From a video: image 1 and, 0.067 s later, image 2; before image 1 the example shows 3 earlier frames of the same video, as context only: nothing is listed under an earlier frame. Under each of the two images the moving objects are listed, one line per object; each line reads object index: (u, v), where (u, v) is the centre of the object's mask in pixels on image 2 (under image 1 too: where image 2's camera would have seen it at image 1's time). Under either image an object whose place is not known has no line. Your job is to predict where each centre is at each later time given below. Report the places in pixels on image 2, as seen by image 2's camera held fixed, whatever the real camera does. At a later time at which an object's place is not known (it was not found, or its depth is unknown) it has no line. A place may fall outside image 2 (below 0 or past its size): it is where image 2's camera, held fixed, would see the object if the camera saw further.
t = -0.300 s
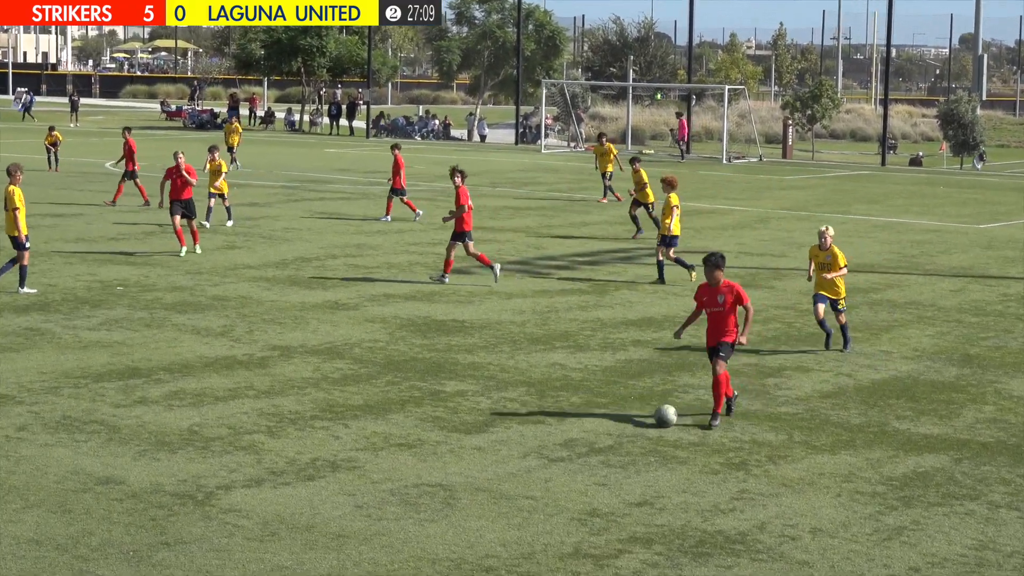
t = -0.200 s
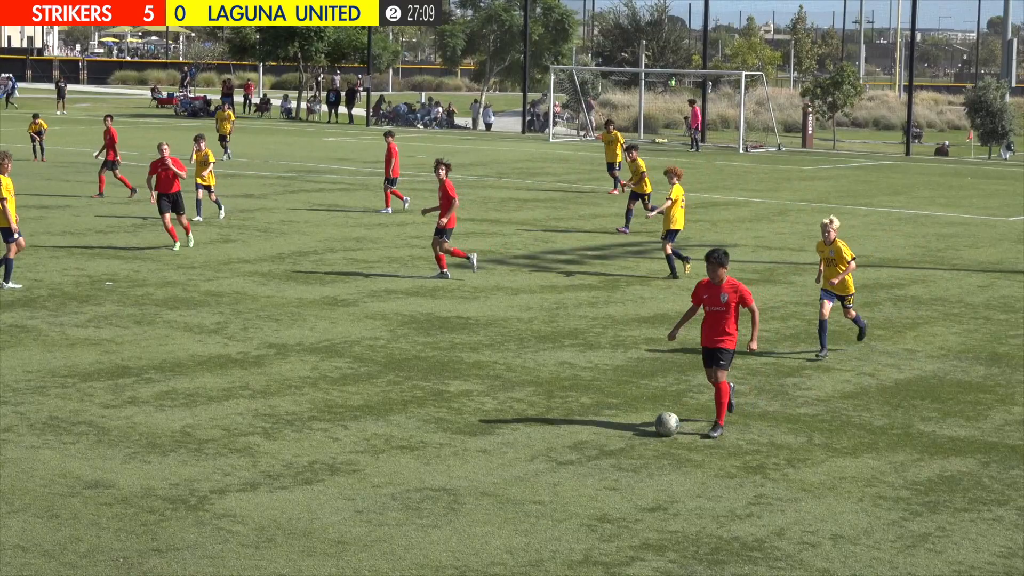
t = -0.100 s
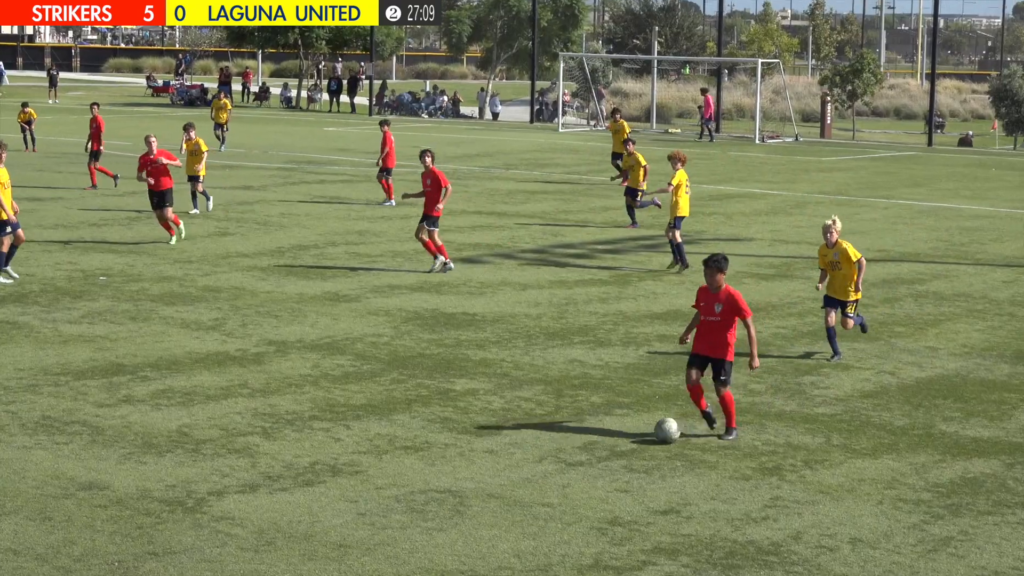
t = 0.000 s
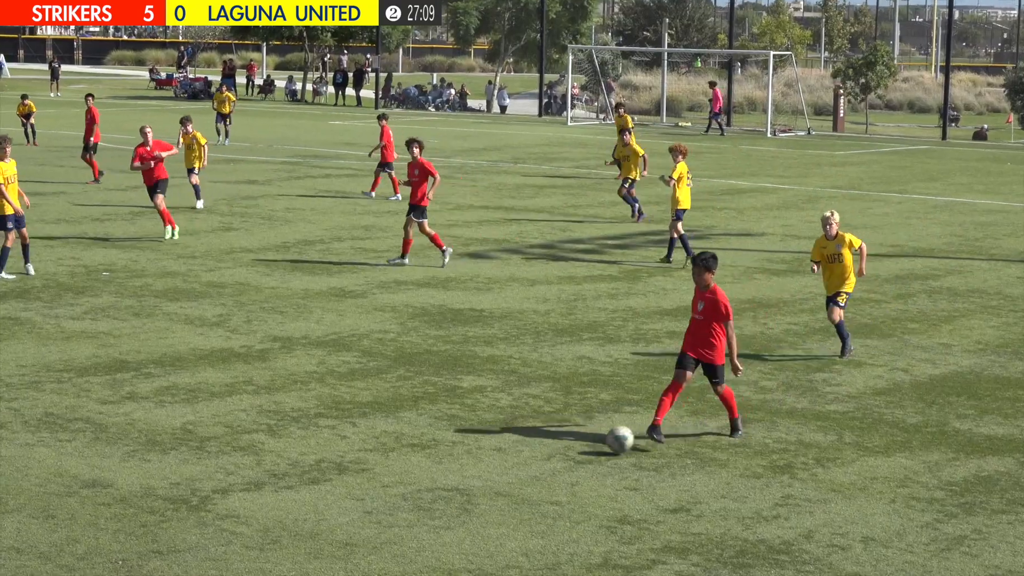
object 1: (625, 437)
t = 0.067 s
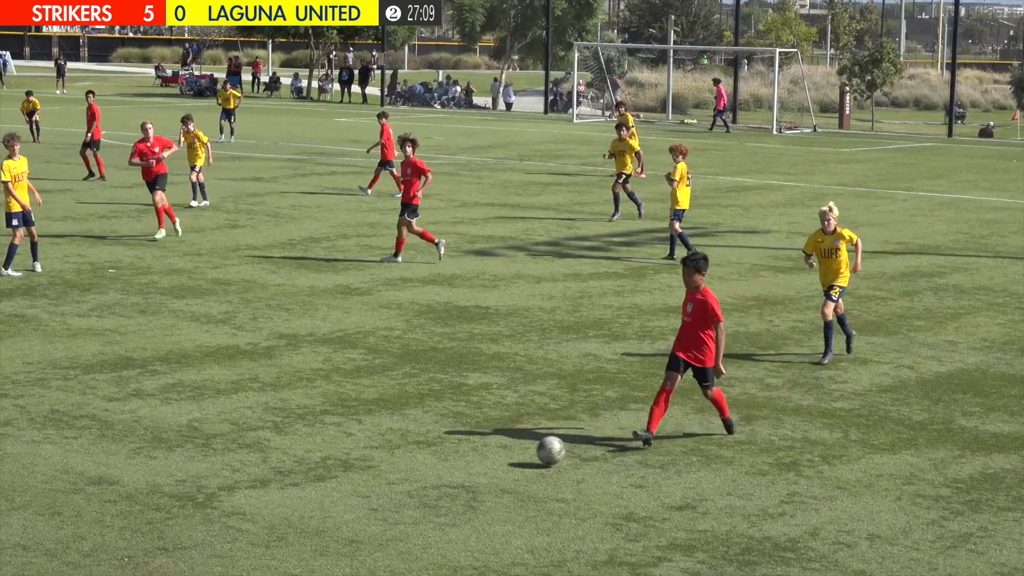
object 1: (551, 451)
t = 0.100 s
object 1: (511, 460)
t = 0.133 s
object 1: (472, 469)
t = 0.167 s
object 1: (432, 475)
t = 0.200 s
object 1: (393, 483)
